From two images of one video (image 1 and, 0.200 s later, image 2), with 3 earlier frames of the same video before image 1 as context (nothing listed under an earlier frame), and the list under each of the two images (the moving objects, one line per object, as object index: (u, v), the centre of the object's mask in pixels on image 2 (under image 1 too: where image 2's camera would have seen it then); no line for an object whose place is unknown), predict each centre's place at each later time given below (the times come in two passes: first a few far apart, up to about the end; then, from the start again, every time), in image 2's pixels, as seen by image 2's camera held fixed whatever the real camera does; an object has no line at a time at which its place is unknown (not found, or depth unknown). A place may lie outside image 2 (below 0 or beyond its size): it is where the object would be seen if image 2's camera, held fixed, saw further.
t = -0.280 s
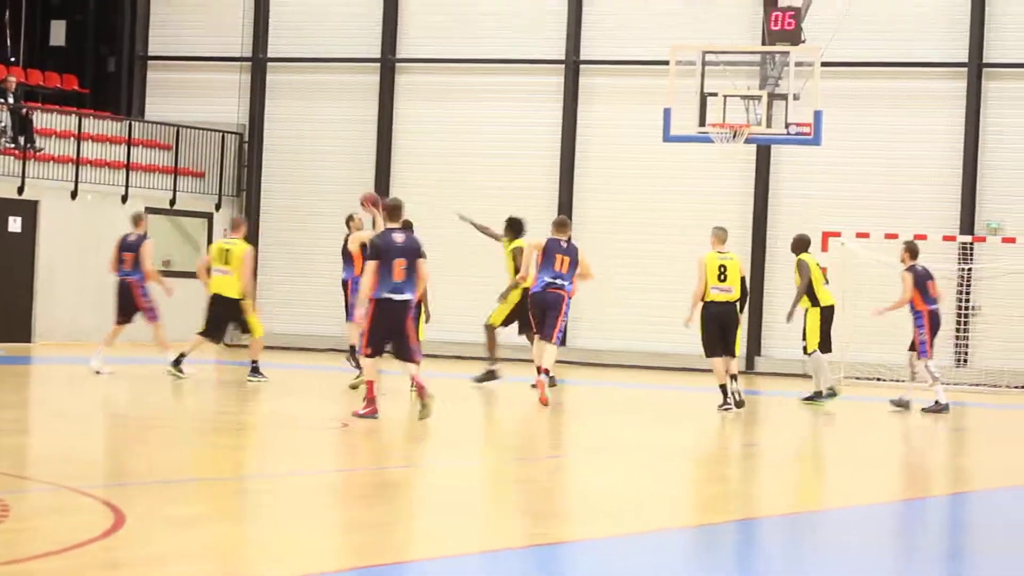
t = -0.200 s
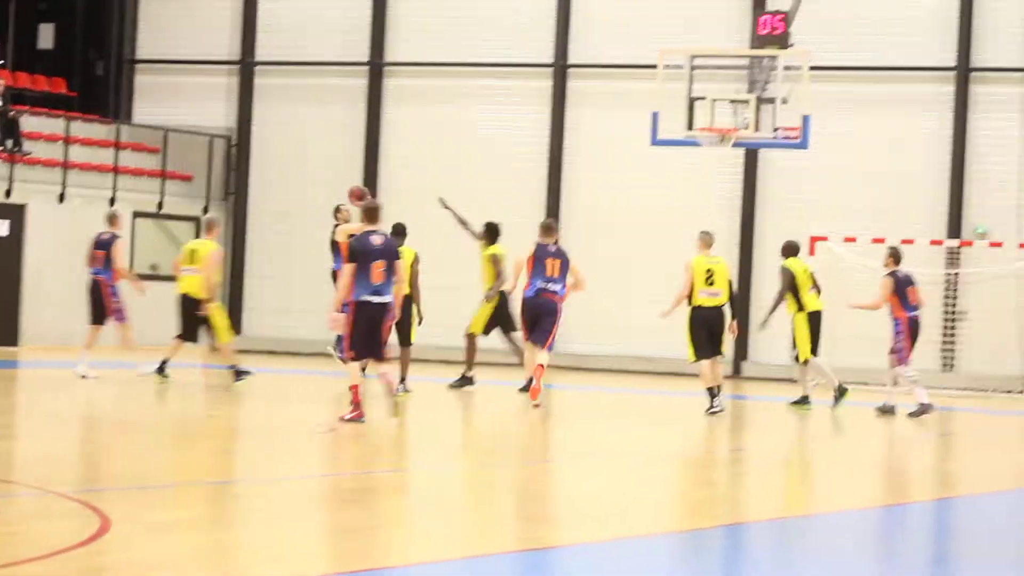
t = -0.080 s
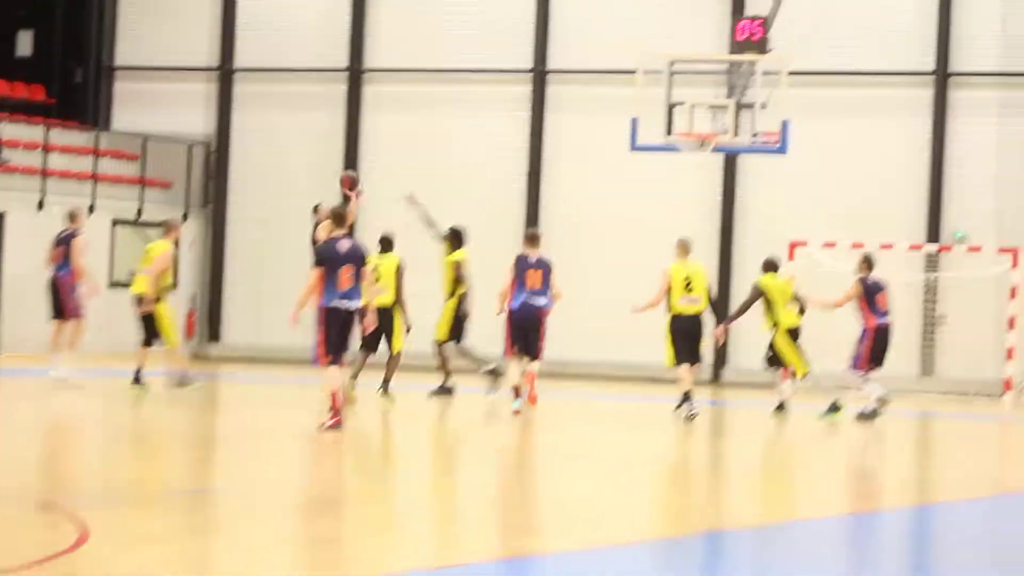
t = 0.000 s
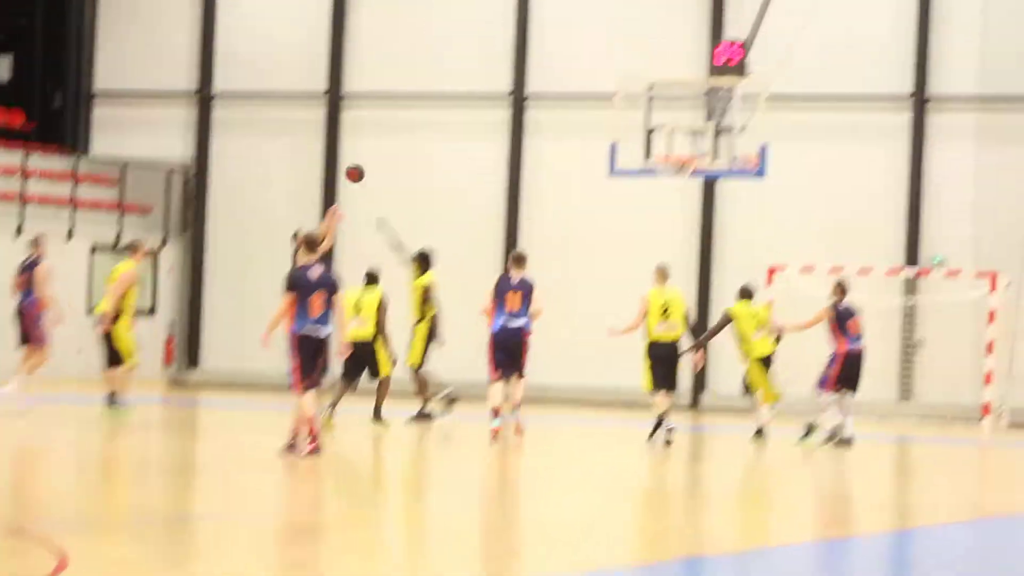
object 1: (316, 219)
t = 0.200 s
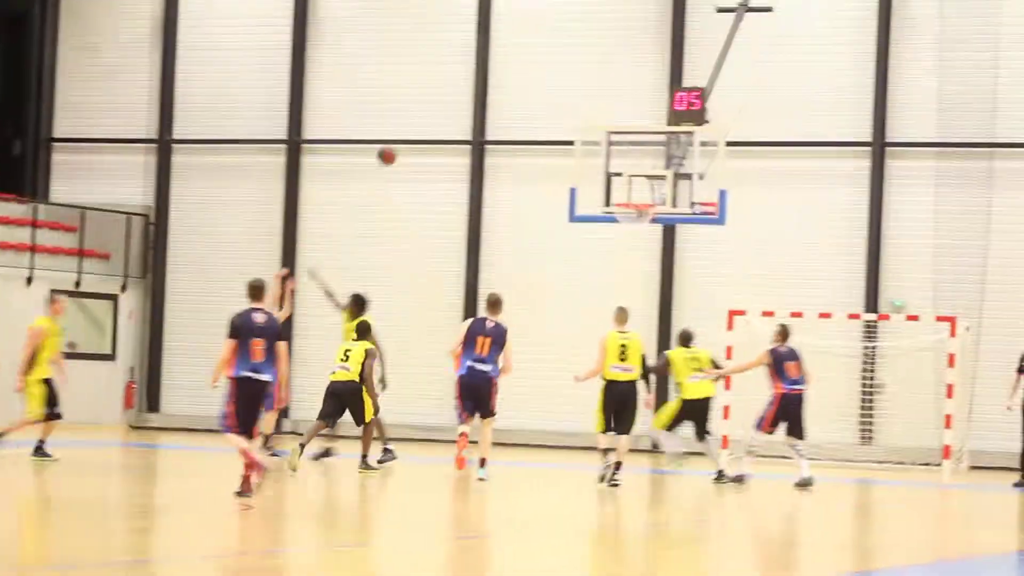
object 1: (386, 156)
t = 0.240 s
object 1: (400, 147)
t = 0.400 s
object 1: (456, 126)
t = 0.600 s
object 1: (525, 128)
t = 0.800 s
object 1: (595, 166)
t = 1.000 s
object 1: (642, 230)
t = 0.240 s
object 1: (400, 147)
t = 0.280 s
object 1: (414, 140)
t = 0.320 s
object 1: (428, 134)
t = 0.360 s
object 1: (442, 129)
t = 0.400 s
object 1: (456, 126)
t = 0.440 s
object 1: (470, 123)
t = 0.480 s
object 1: (482, 122)
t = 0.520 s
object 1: (497, 124)
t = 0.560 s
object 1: (511, 125)
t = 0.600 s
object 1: (525, 128)
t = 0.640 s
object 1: (539, 133)
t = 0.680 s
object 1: (553, 139)
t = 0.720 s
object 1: (566, 147)
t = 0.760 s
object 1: (580, 156)
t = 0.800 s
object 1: (595, 166)
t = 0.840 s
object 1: (608, 177)
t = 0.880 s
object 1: (621, 189)
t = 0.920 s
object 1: (637, 205)
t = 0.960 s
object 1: (641, 216)
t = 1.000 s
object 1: (642, 230)
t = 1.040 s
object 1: (642, 234)
